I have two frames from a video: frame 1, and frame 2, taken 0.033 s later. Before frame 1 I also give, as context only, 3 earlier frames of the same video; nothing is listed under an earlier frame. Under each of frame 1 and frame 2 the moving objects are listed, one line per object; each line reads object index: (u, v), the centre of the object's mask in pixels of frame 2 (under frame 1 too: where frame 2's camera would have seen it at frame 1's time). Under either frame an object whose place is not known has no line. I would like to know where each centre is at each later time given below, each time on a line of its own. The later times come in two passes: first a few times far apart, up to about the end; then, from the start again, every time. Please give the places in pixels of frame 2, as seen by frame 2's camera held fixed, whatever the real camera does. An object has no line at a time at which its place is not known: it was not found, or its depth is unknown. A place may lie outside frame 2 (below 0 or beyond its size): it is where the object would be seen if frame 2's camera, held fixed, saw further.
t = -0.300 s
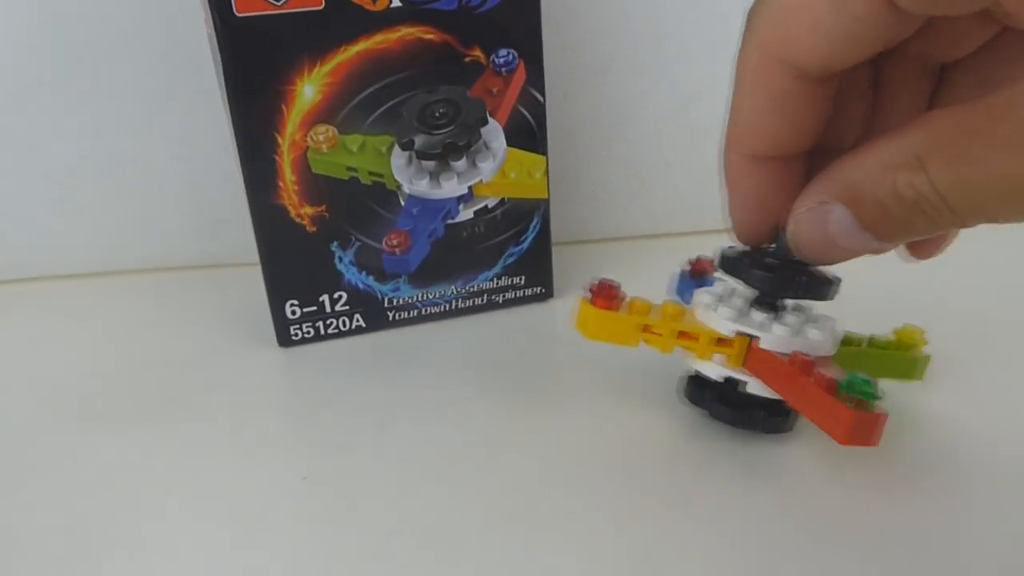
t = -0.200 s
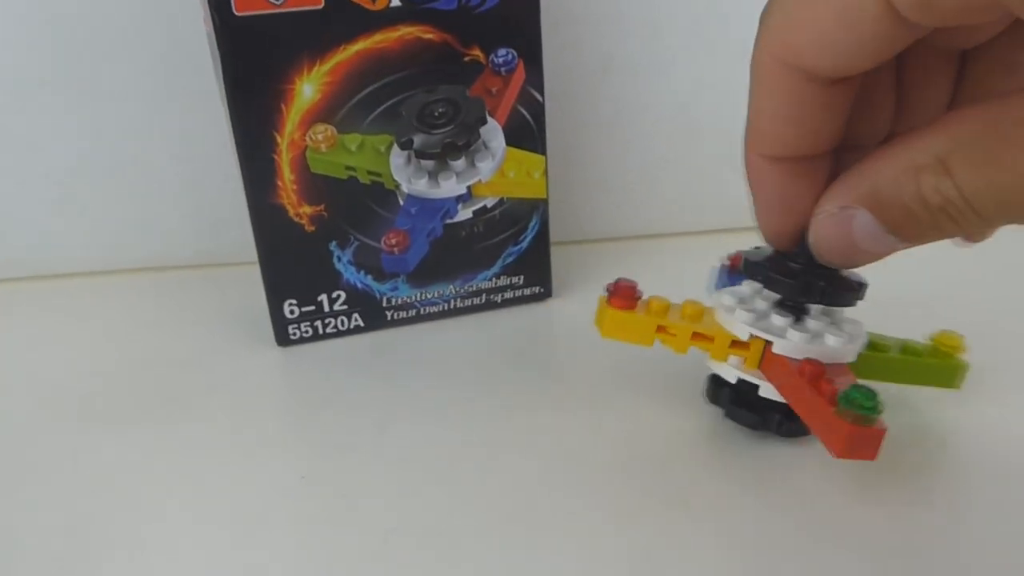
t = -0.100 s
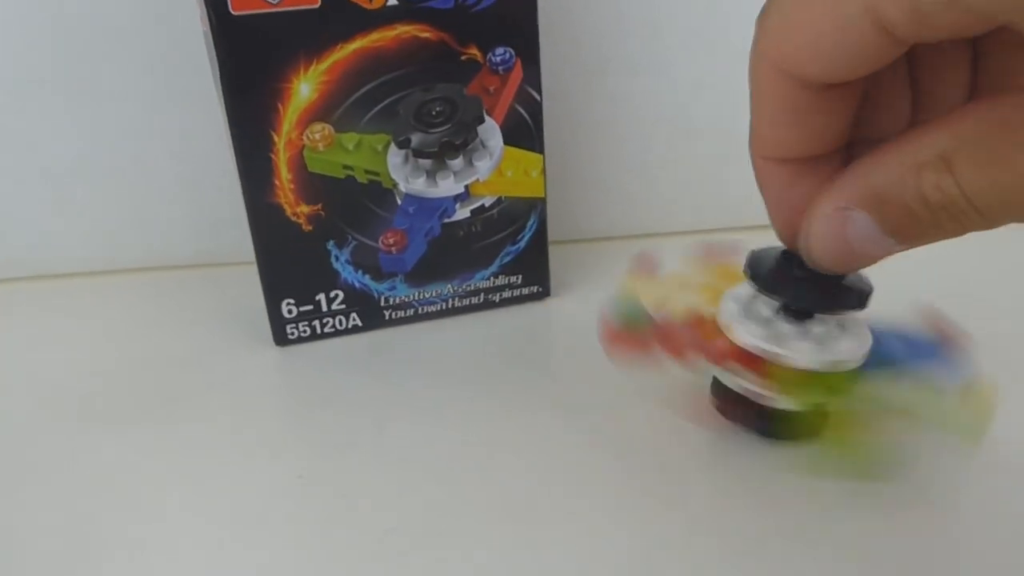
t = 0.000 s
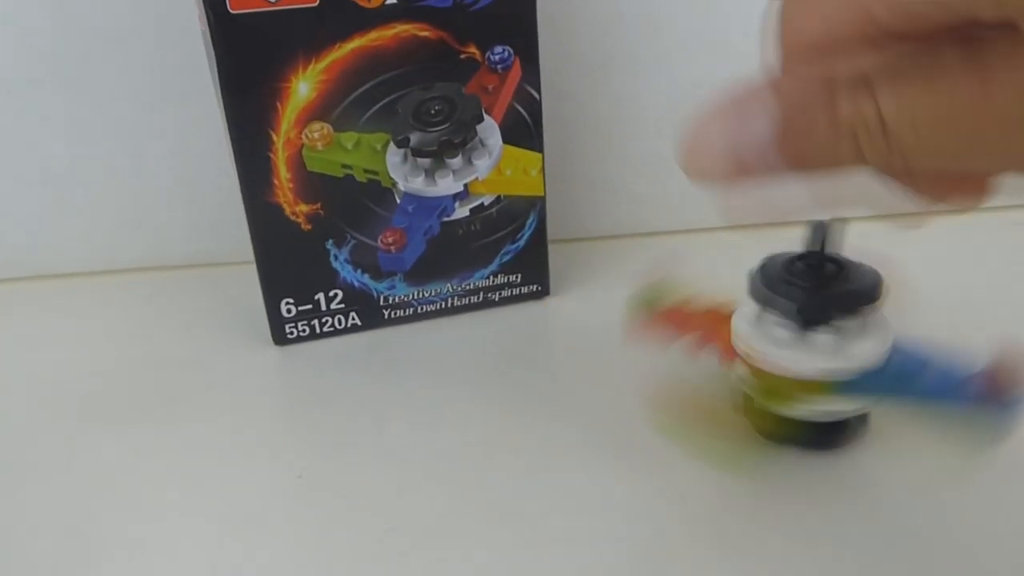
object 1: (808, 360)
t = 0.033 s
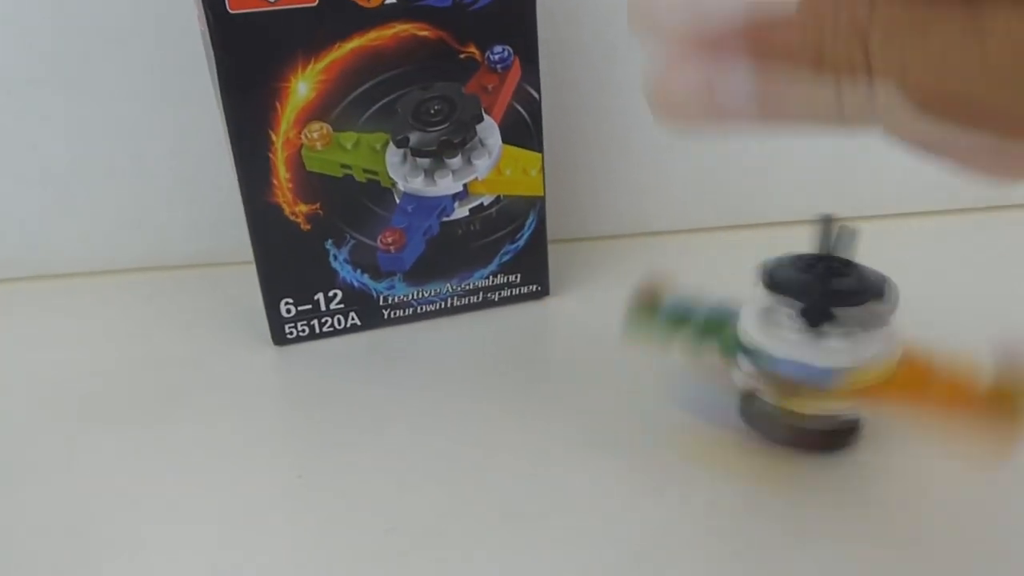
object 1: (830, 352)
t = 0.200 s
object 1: (837, 367)
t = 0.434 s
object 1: (819, 345)
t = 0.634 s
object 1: (814, 345)
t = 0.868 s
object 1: (777, 357)
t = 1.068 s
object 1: (752, 364)
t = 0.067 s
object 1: (823, 351)
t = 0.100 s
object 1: (821, 351)
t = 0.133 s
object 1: (824, 355)
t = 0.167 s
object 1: (826, 362)
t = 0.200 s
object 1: (837, 367)
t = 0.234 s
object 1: (810, 365)
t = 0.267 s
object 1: (820, 351)
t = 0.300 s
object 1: (828, 353)
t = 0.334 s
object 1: (816, 357)
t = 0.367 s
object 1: (822, 354)
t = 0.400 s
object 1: (828, 366)
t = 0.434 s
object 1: (819, 345)
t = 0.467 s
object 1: (816, 358)
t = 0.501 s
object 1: (824, 353)
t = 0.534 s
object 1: (811, 346)
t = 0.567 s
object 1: (812, 349)
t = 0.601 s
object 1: (800, 362)
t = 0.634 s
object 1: (814, 345)
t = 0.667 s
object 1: (806, 359)
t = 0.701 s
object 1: (806, 356)
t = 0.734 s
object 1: (794, 347)
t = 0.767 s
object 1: (796, 351)
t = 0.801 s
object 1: (799, 367)
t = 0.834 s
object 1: (780, 342)
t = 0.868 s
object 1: (777, 357)
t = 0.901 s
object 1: (790, 350)
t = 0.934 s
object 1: (768, 353)
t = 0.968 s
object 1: (773, 353)
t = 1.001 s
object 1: (767, 360)
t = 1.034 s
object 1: (758, 354)
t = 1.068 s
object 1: (752, 364)
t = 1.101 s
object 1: (752, 354)
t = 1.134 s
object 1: (742, 351)
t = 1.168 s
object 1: (734, 358)
